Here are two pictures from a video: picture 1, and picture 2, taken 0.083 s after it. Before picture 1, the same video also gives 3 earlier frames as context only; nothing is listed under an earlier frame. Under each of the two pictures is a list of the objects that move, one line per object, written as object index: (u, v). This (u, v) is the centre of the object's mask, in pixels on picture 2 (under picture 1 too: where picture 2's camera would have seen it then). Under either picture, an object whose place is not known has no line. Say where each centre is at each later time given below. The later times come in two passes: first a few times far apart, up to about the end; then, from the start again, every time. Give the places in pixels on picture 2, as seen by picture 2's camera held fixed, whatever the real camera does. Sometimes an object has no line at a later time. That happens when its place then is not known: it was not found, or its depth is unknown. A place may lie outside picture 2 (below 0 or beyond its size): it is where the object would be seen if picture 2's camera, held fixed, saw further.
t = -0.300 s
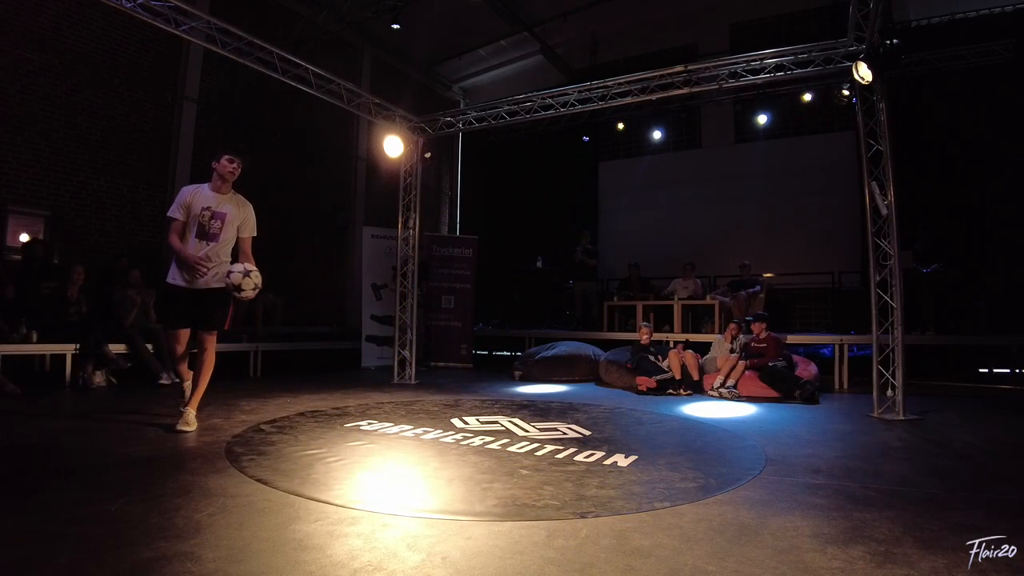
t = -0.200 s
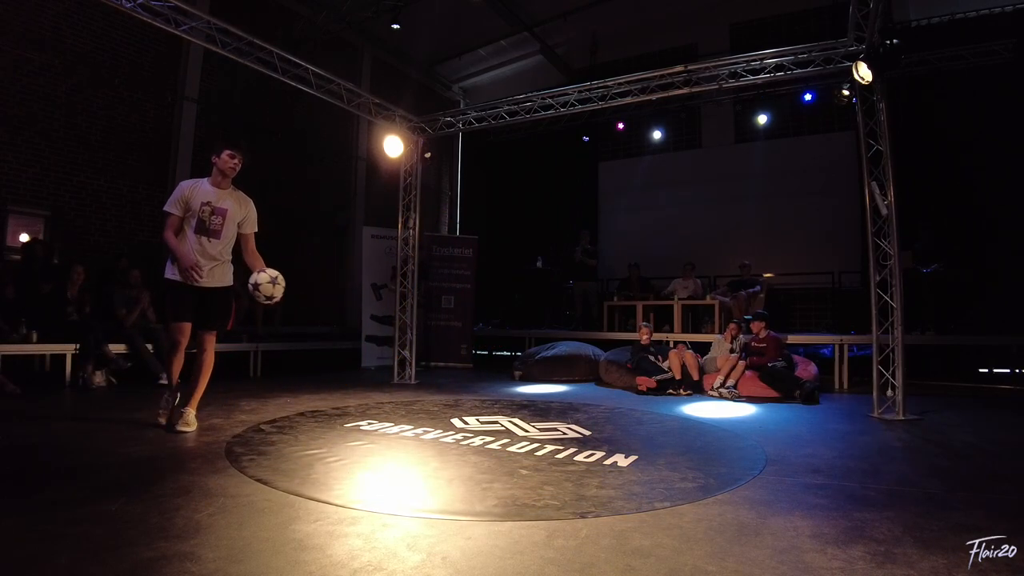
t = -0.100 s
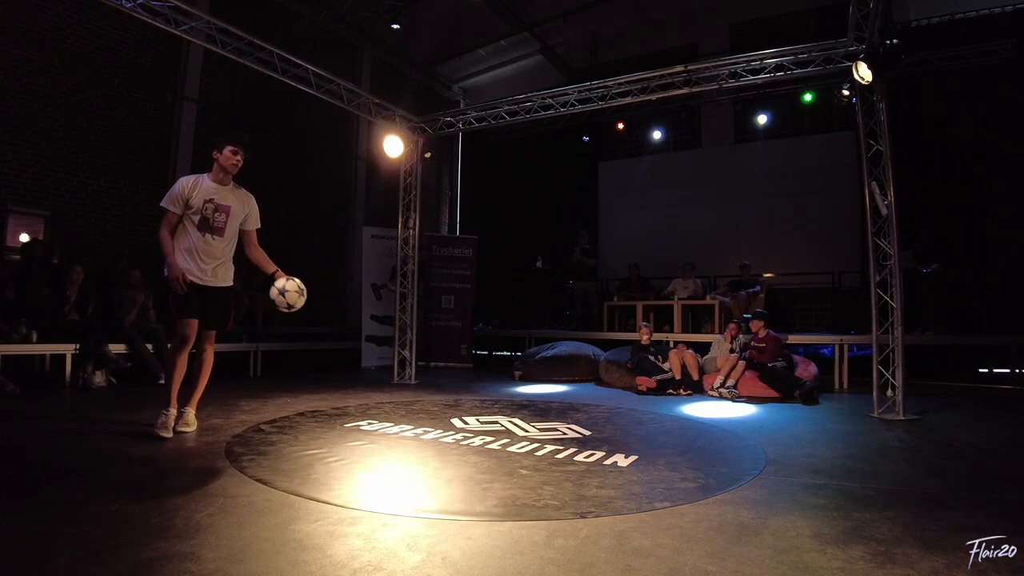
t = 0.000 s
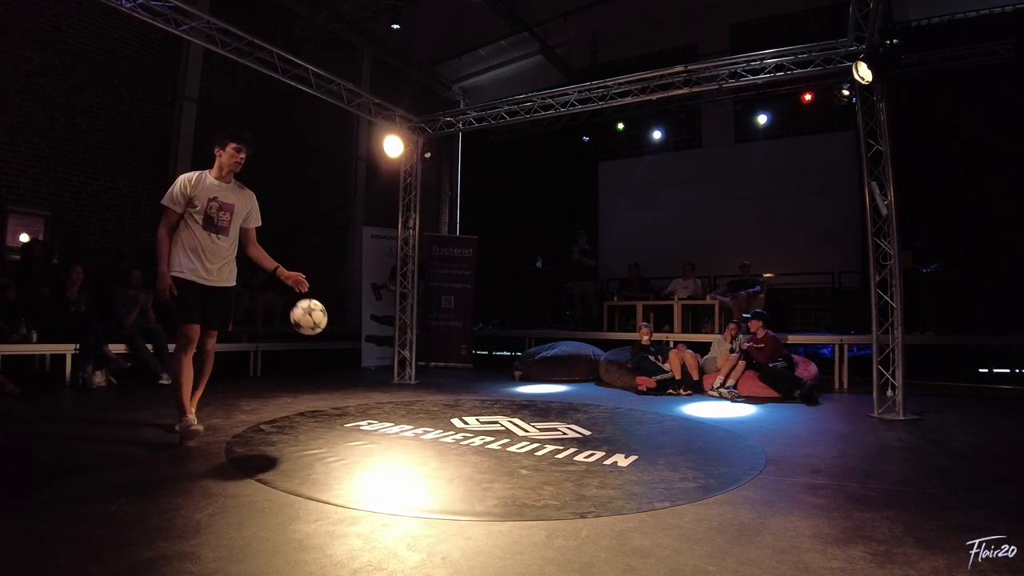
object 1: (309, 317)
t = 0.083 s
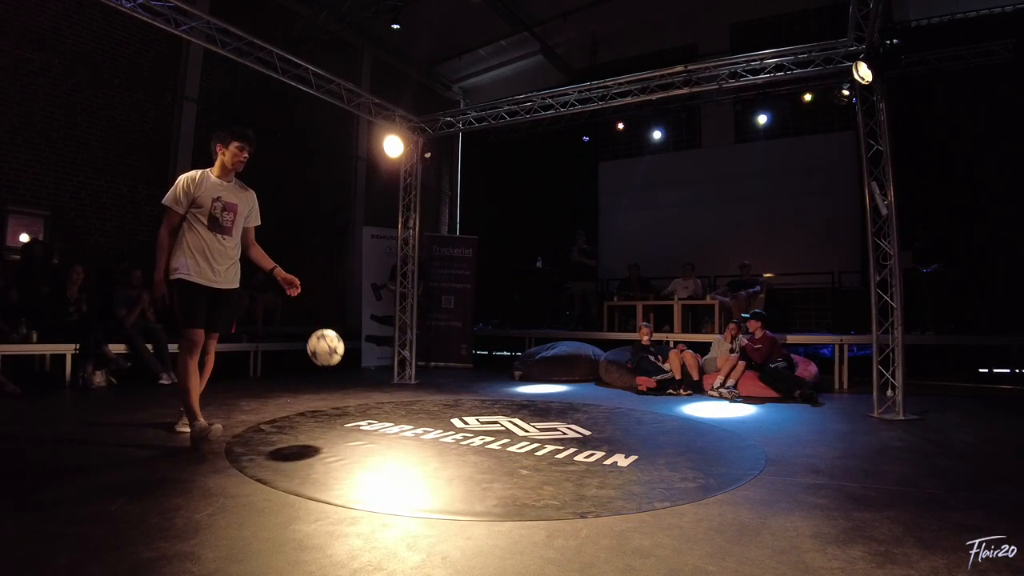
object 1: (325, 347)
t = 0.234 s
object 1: (353, 406)
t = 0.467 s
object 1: (377, 346)
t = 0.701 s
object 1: (400, 368)
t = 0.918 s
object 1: (421, 397)
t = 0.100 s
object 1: (329, 355)
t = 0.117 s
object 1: (332, 363)
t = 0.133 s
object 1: (336, 372)
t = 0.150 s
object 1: (339, 380)
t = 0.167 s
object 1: (342, 389)
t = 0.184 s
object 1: (346, 399)
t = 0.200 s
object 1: (349, 408)
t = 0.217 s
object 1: (351, 414)
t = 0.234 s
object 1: (353, 406)
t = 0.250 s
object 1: (355, 400)
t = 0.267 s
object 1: (356, 394)
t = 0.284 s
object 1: (358, 387)
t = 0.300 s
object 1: (360, 381)
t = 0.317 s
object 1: (362, 376)
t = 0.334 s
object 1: (363, 371)
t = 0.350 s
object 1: (365, 366)
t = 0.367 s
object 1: (367, 362)
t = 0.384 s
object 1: (369, 358)
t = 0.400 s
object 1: (370, 355)
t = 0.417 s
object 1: (372, 352)
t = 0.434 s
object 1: (374, 349)
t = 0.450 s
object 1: (375, 347)
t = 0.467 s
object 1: (377, 346)
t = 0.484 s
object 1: (379, 344)
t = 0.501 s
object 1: (380, 343)
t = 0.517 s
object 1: (382, 343)
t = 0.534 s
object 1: (384, 343)
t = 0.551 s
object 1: (386, 343)
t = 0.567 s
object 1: (387, 344)
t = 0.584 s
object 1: (389, 346)
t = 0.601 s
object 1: (390, 347)
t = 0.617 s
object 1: (392, 350)
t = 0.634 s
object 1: (394, 353)
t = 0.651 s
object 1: (395, 356)
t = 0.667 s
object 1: (397, 360)
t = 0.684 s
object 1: (398, 364)
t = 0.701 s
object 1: (400, 368)
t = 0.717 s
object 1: (402, 373)
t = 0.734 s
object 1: (403, 379)
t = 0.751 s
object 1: (405, 385)
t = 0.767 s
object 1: (406, 392)
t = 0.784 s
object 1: (408, 398)
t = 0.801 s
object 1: (410, 405)
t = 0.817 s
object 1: (411, 413)
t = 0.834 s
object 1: (413, 421)
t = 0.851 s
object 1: (415, 417)
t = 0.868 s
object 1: (416, 411)
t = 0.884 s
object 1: (418, 406)
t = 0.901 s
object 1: (419, 401)
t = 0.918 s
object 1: (421, 397)
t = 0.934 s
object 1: (423, 393)
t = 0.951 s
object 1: (424, 390)
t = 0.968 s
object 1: (426, 386)
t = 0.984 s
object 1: (427, 384)
